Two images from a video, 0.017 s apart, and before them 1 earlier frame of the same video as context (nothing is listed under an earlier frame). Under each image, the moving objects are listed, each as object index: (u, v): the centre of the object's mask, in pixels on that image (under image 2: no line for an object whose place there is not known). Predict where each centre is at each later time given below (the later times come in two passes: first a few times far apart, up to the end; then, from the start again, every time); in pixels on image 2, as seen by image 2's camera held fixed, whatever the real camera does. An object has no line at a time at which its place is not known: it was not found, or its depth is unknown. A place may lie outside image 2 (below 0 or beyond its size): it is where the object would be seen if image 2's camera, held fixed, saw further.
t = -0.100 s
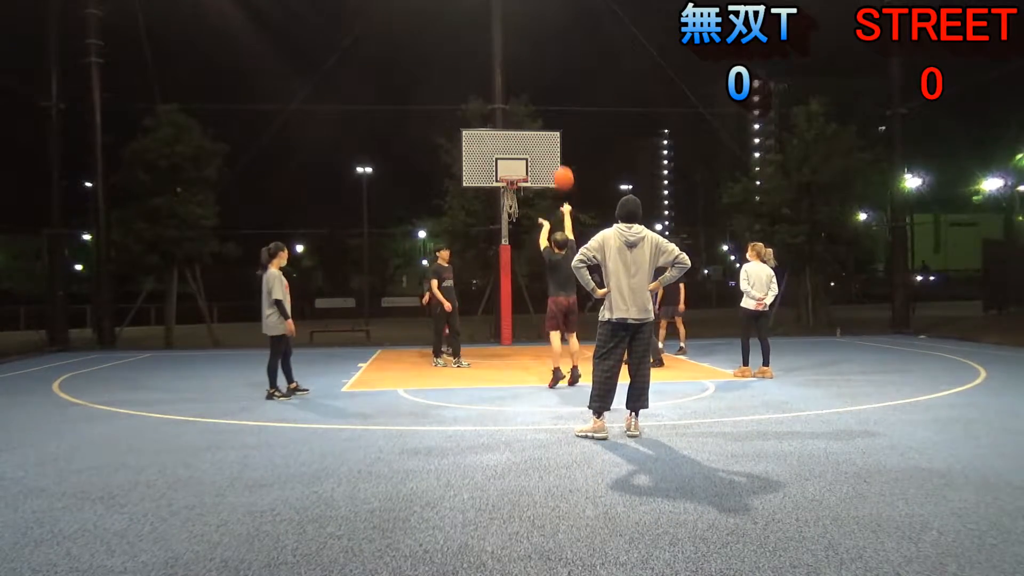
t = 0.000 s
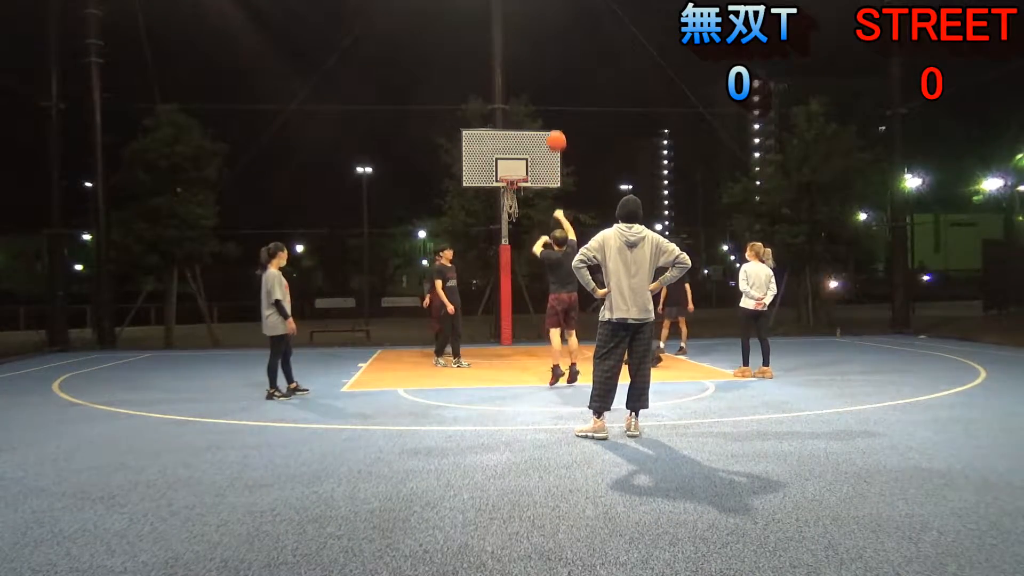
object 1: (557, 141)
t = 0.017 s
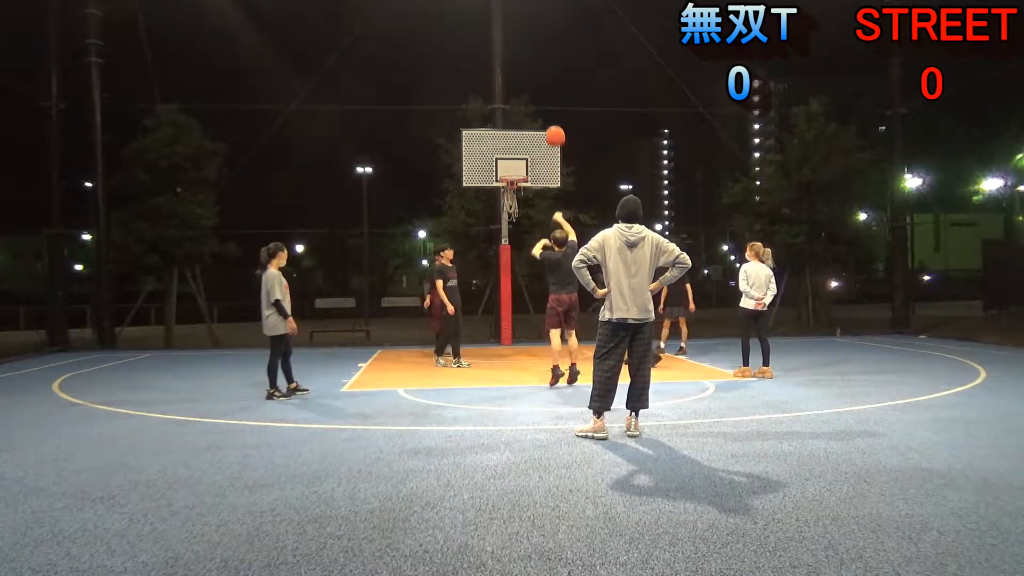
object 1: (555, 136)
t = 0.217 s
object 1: (543, 97)
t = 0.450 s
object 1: (533, 92)
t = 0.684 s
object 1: (524, 120)
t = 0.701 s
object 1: (524, 122)
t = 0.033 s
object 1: (554, 131)
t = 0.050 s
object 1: (553, 126)
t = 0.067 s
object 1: (552, 123)
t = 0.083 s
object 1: (551, 119)
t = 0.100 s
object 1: (550, 115)
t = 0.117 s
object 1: (549, 112)
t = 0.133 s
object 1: (548, 109)
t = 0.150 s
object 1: (547, 106)
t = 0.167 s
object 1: (546, 104)
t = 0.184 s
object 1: (545, 101)
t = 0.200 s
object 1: (544, 99)
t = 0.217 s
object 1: (543, 97)
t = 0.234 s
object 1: (543, 96)
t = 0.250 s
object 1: (542, 94)
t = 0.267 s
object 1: (541, 93)
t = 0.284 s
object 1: (540, 92)
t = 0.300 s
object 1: (539, 91)
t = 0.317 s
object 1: (539, 90)
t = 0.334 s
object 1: (538, 90)
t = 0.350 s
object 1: (537, 89)
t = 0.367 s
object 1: (536, 89)
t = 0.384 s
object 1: (535, 90)
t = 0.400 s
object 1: (535, 90)
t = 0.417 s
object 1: (534, 90)
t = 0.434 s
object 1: (533, 91)
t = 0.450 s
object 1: (533, 92)
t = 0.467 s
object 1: (532, 93)
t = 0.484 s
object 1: (531, 94)
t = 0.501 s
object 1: (531, 95)
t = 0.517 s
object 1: (530, 97)
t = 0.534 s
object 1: (530, 99)
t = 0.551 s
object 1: (529, 101)
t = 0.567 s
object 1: (528, 102)
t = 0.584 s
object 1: (528, 104)
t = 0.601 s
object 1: (527, 107)
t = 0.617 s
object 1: (527, 109)
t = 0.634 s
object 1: (526, 112)
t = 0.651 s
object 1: (525, 115)
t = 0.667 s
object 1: (525, 117)
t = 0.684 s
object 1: (524, 120)
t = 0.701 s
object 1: (524, 122)
